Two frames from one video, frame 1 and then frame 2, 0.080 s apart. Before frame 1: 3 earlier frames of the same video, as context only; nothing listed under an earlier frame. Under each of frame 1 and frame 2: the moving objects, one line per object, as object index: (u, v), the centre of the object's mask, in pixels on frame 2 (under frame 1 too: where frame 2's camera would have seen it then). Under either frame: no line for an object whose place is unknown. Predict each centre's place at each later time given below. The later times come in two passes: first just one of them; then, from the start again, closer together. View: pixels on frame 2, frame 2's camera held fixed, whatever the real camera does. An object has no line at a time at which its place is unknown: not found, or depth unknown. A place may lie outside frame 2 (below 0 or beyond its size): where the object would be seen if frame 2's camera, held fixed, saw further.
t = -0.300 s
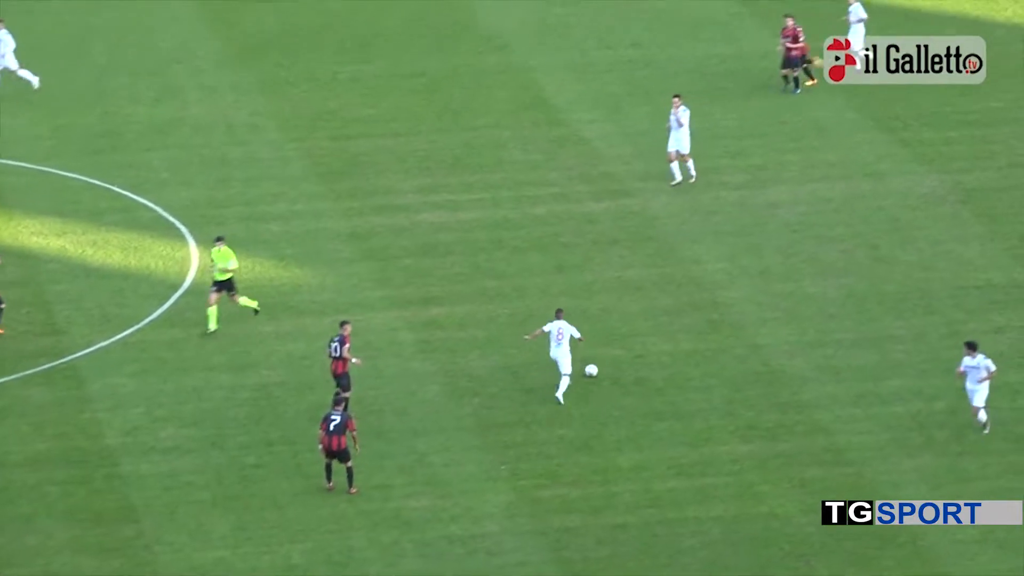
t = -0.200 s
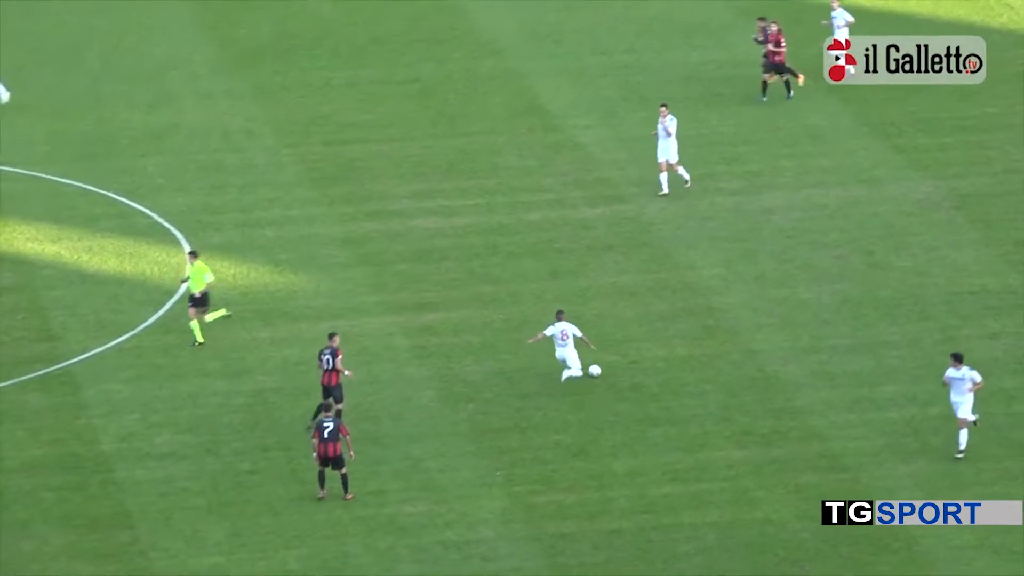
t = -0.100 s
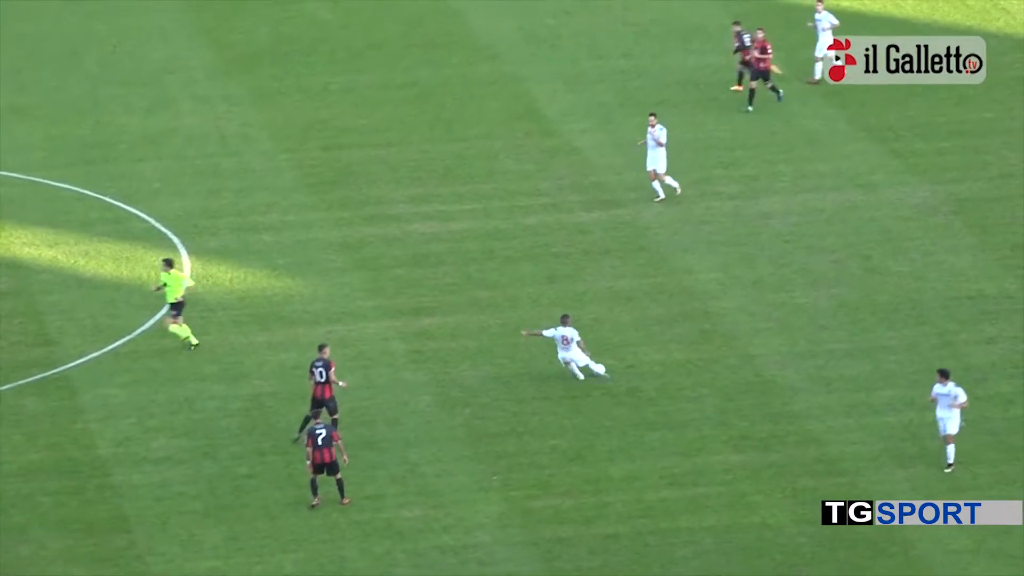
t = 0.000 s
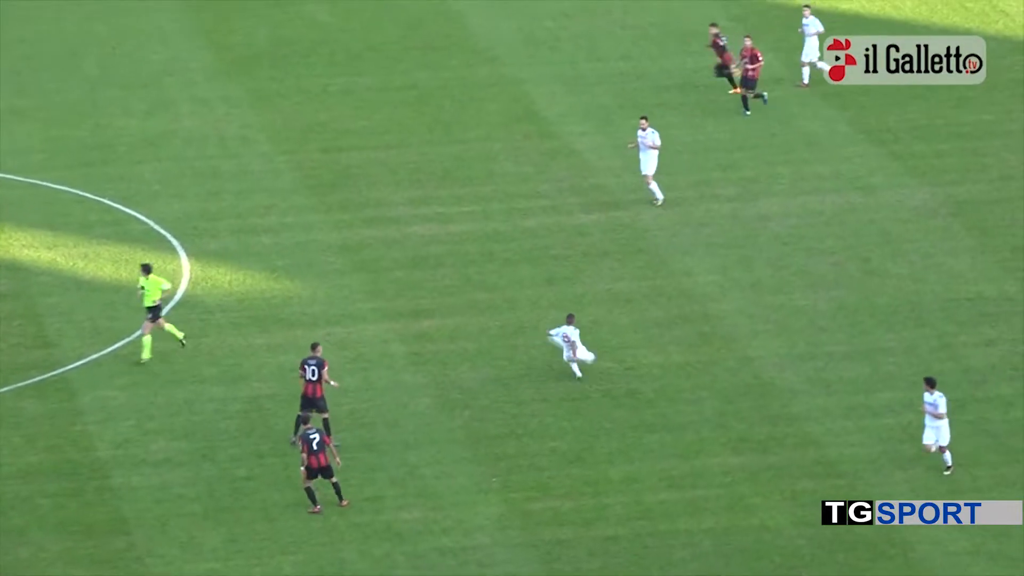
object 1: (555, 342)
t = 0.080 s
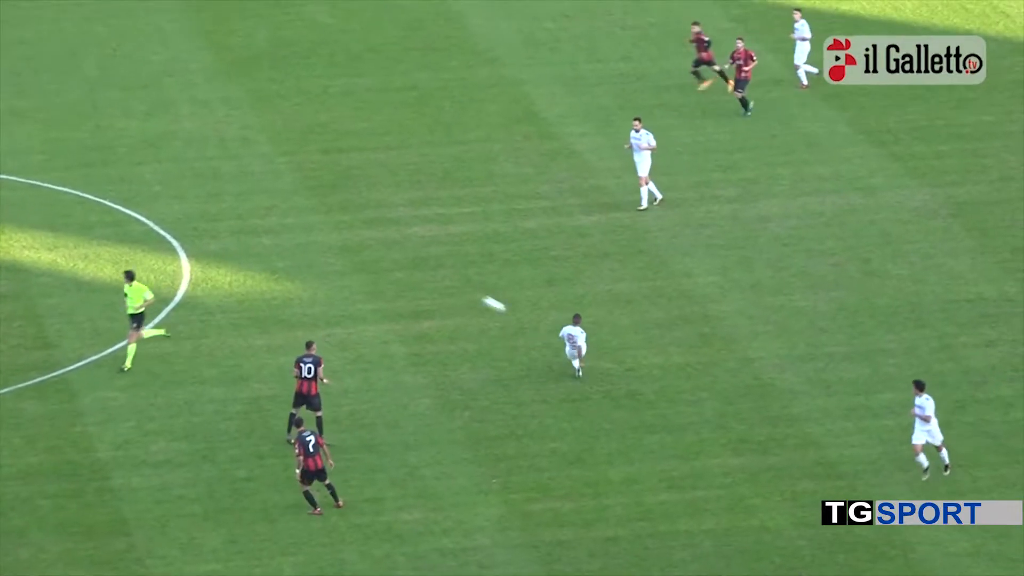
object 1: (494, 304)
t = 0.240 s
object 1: (366, 247)
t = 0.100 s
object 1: (477, 296)
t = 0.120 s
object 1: (462, 288)
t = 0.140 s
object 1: (445, 281)
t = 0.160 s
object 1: (429, 273)
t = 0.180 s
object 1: (413, 267)
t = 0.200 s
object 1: (398, 260)
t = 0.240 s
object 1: (366, 247)
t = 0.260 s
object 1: (350, 242)
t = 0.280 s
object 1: (335, 236)
